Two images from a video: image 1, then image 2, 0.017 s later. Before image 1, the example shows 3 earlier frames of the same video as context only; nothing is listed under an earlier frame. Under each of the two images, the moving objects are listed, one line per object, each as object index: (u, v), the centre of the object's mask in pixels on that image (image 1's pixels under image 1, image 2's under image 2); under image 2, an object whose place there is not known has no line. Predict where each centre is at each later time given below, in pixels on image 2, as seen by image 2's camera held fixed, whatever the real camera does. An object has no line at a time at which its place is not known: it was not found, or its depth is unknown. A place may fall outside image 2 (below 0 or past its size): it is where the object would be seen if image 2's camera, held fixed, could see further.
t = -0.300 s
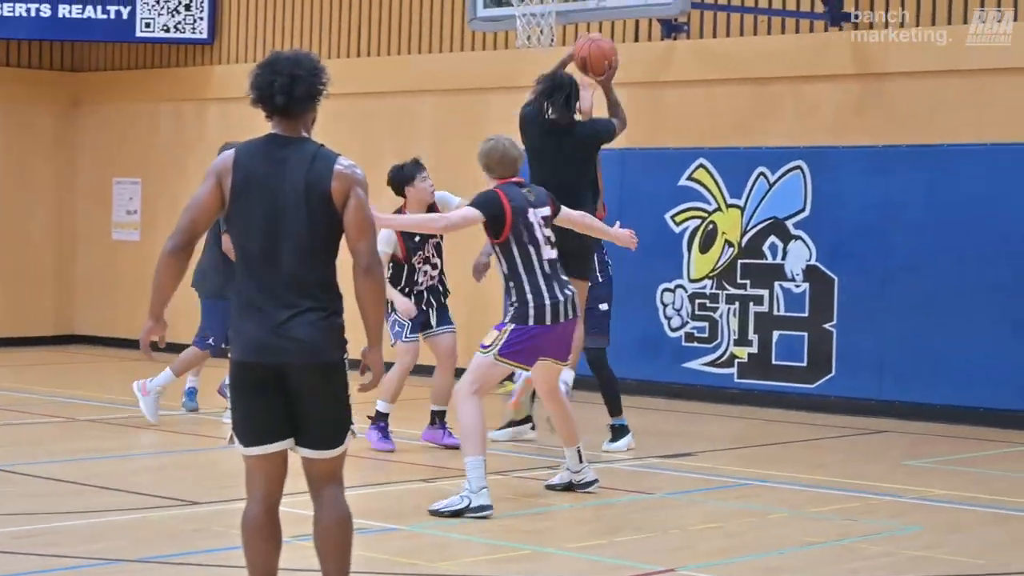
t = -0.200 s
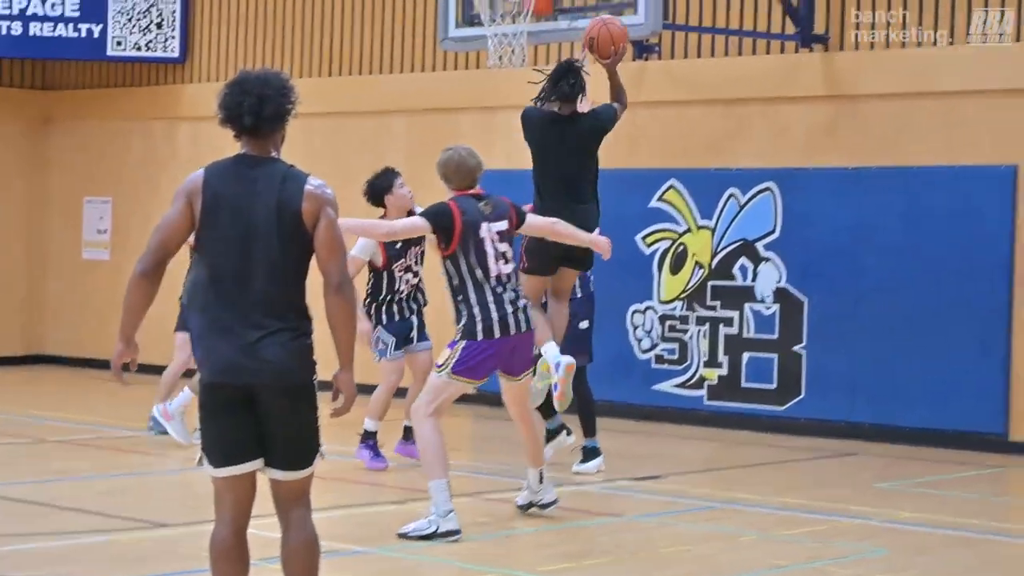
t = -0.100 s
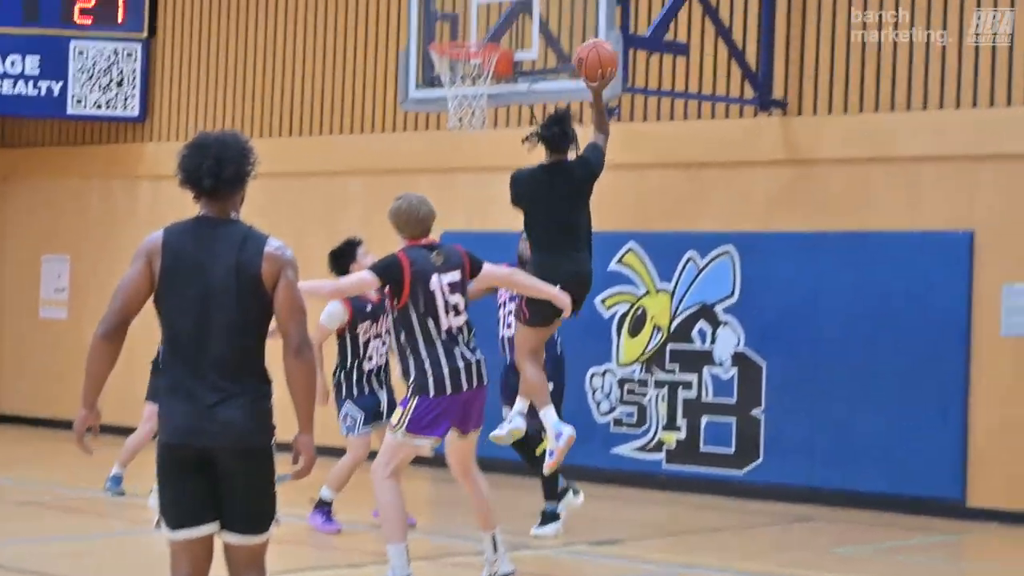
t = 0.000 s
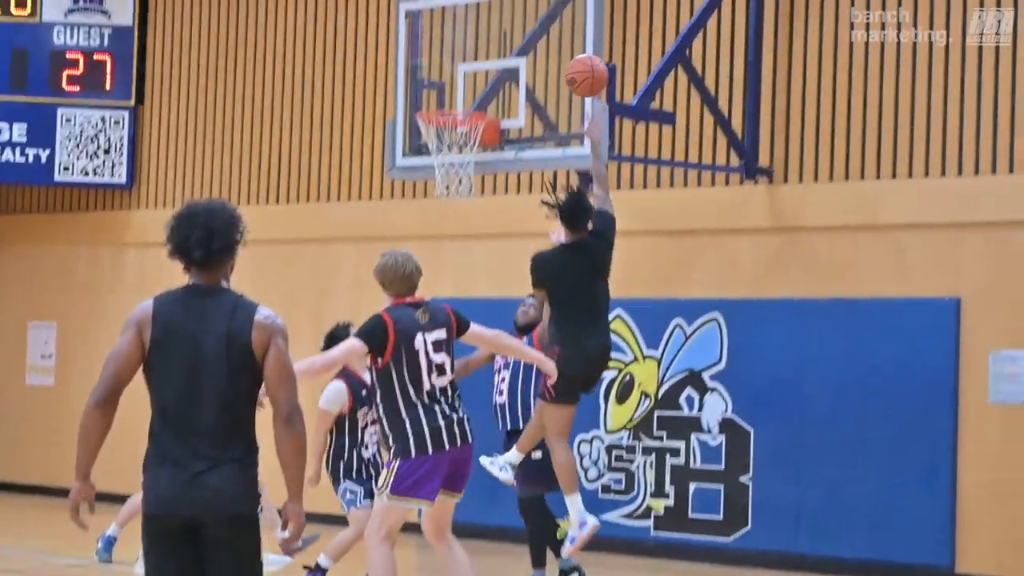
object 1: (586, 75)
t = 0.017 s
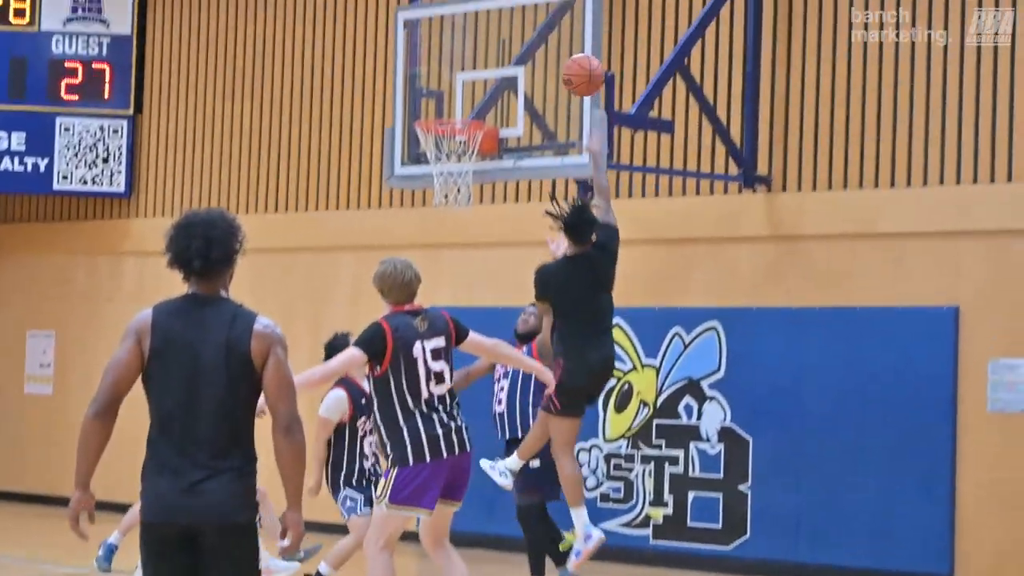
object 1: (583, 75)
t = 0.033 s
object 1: (580, 65)
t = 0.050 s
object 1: (578, 57)
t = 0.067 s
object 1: (576, 49)
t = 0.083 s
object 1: (574, 41)
